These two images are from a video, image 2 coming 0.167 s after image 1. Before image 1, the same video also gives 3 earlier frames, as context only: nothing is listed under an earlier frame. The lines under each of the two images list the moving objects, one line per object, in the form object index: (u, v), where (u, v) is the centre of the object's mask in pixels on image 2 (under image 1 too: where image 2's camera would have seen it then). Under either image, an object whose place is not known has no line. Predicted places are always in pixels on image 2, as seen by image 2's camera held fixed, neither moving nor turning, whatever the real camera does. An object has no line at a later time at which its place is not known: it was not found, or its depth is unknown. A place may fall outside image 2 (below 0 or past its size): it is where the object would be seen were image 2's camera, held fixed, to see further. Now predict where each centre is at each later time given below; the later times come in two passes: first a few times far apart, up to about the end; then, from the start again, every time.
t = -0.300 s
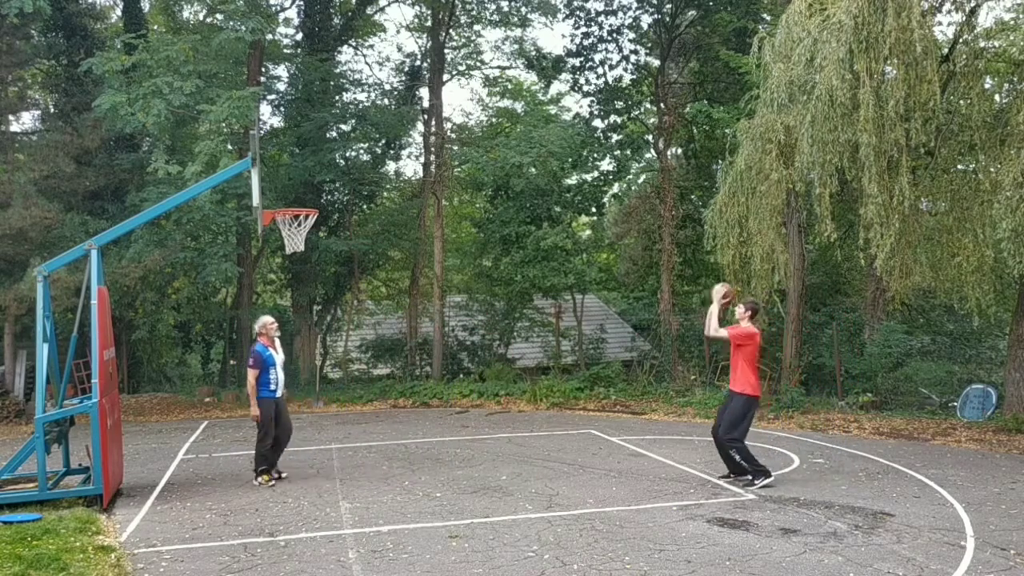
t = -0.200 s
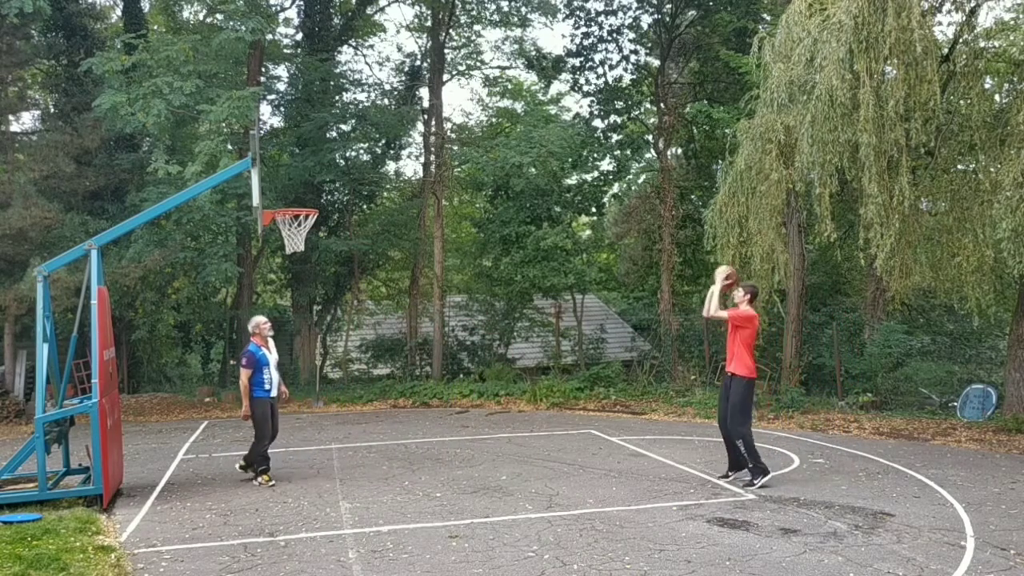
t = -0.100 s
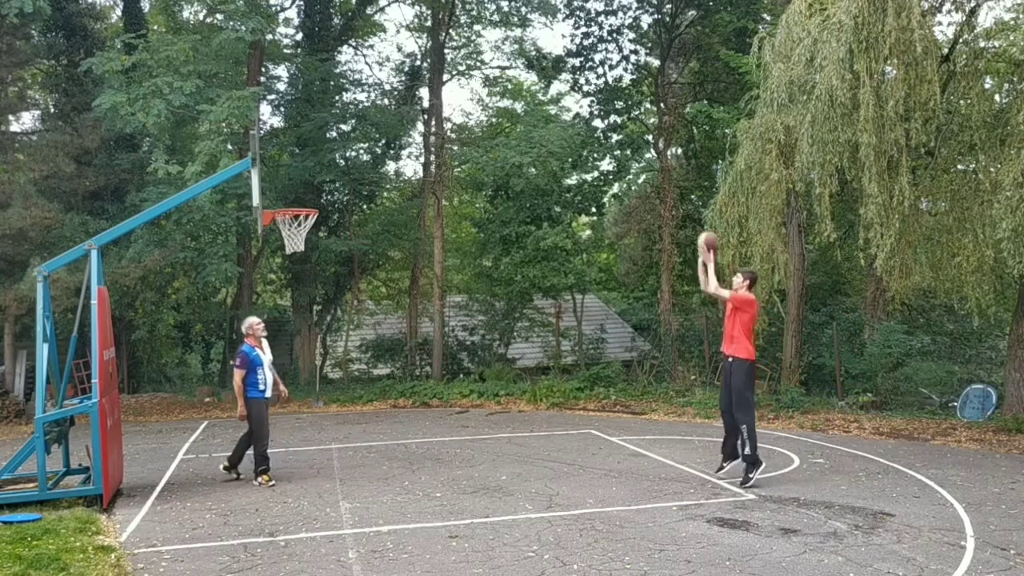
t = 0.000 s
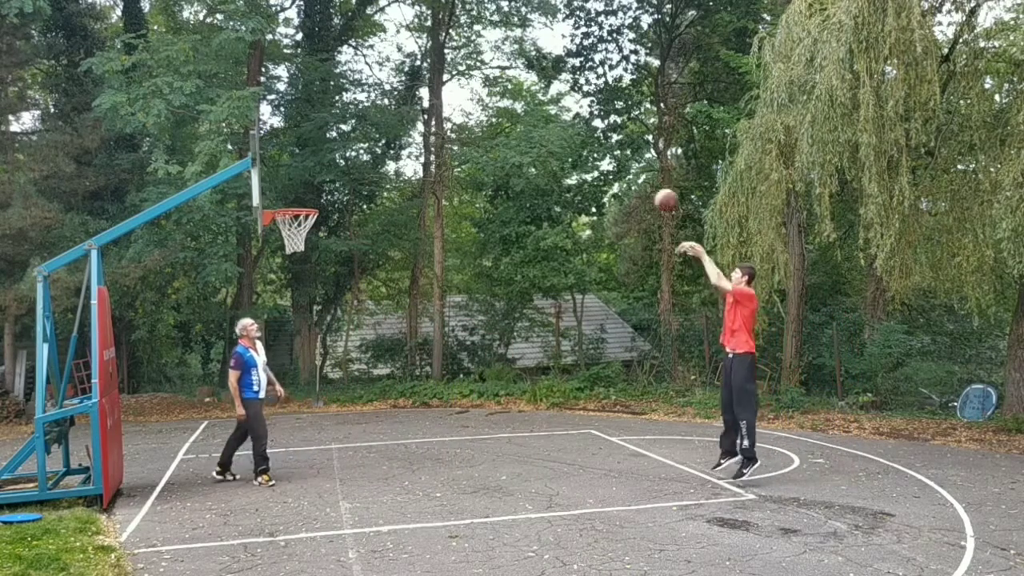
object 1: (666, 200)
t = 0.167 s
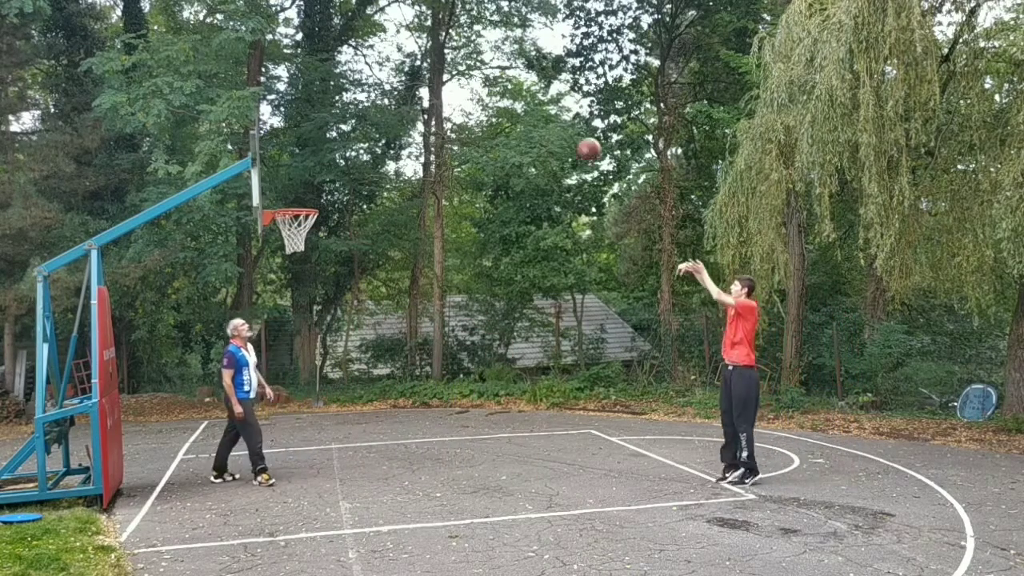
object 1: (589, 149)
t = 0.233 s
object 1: (560, 135)
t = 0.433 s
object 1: (473, 121)
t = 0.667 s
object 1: (377, 146)
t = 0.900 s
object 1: (291, 219)
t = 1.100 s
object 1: (287, 255)
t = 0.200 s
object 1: (574, 142)
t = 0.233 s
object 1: (560, 135)
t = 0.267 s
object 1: (545, 130)
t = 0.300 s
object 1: (530, 126)
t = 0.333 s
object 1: (515, 123)
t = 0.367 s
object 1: (502, 120)
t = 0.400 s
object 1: (487, 120)
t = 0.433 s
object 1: (473, 121)
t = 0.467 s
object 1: (459, 120)
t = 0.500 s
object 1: (444, 124)
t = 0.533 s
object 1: (432, 125)
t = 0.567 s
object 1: (417, 130)
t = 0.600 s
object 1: (403, 135)
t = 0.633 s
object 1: (391, 139)
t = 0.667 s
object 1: (377, 146)
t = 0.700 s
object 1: (365, 154)
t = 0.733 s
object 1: (349, 162)
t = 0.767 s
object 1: (337, 172)
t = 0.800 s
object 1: (325, 182)
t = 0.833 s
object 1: (312, 194)
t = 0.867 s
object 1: (300, 202)
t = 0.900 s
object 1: (291, 219)
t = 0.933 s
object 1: (281, 226)
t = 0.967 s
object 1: (283, 232)
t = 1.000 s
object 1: (285, 237)
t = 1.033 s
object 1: (285, 241)
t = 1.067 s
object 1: (286, 247)
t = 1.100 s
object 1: (287, 255)
